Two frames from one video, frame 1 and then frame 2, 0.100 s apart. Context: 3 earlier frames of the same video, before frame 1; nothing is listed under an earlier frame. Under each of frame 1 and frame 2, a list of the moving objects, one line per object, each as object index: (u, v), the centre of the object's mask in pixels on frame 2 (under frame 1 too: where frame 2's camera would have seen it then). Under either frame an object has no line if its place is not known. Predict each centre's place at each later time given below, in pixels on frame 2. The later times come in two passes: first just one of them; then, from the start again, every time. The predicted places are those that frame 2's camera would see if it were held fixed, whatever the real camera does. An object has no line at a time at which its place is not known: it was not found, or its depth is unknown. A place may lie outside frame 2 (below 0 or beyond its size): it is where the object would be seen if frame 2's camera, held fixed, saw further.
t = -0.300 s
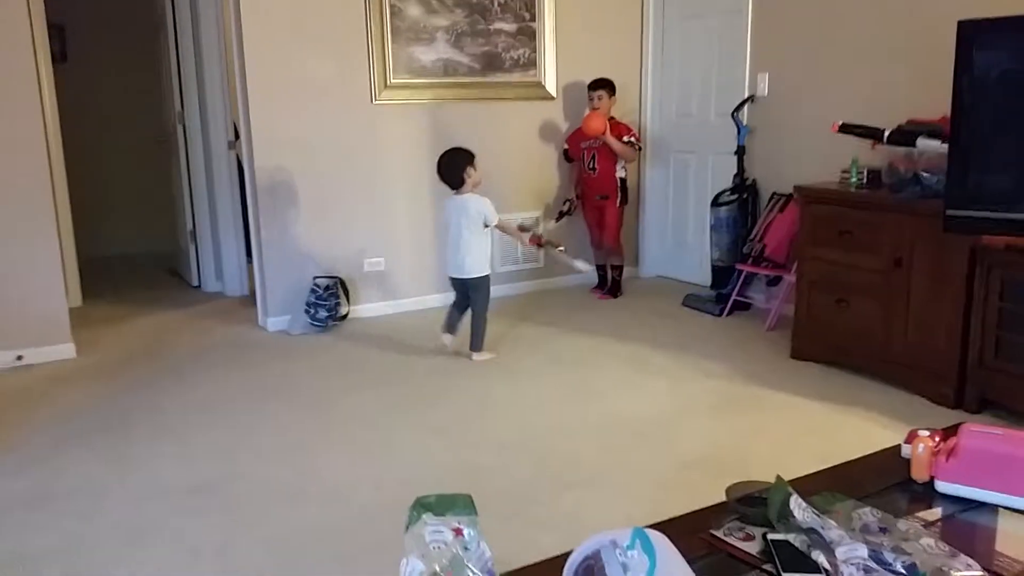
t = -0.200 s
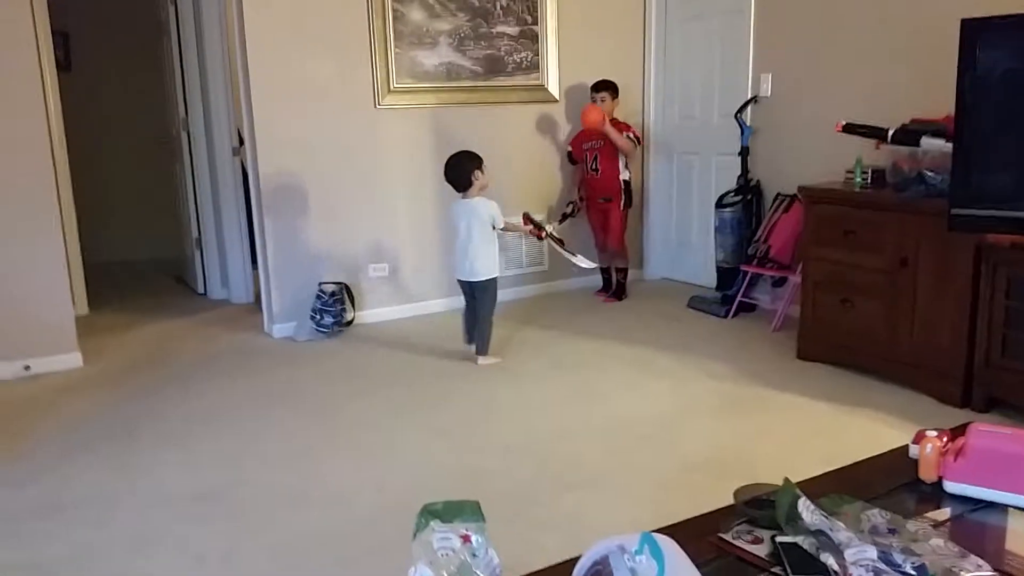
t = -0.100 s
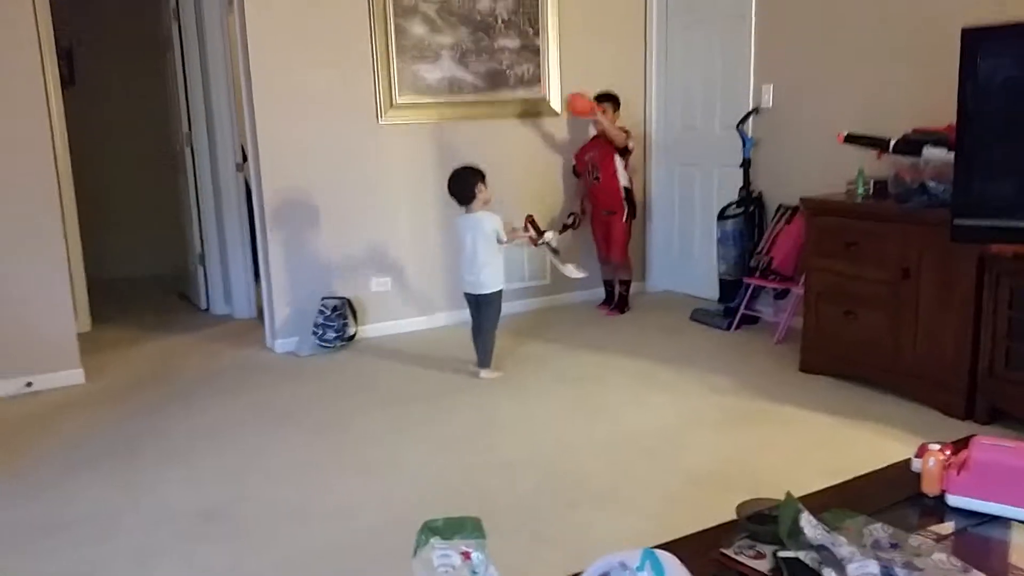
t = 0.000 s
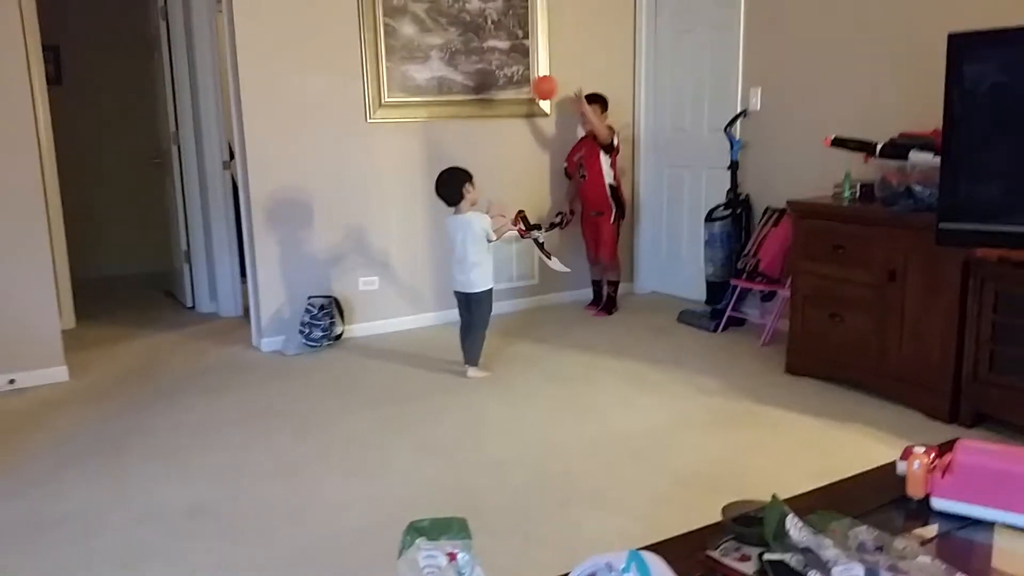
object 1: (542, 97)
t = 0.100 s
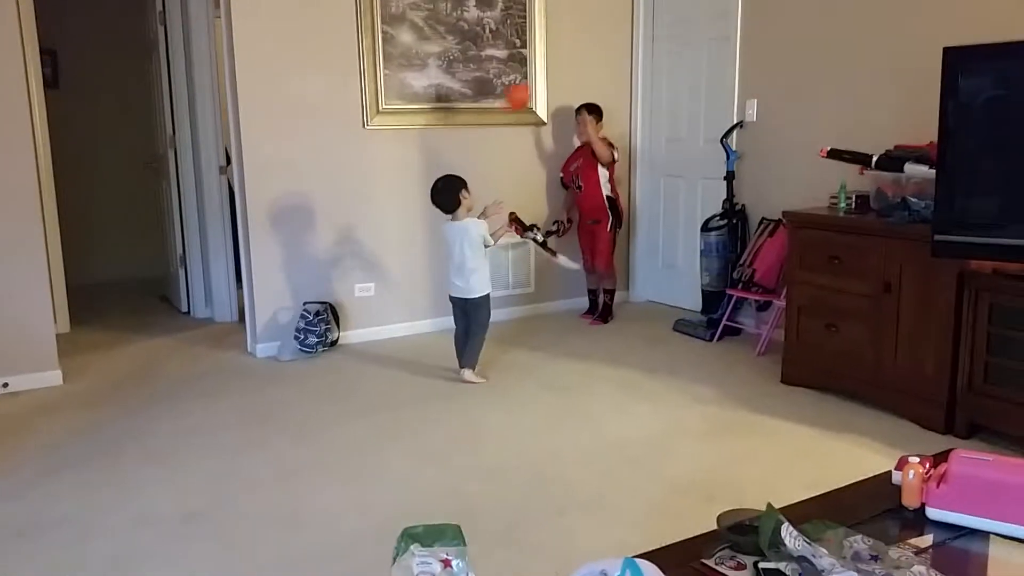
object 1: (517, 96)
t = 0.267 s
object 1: (475, 142)
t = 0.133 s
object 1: (509, 100)
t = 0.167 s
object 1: (501, 106)
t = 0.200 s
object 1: (492, 116)
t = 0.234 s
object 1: (483, 127)
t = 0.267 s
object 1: (475, 142)
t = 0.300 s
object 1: (466, 158)
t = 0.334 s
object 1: (461, 170)
